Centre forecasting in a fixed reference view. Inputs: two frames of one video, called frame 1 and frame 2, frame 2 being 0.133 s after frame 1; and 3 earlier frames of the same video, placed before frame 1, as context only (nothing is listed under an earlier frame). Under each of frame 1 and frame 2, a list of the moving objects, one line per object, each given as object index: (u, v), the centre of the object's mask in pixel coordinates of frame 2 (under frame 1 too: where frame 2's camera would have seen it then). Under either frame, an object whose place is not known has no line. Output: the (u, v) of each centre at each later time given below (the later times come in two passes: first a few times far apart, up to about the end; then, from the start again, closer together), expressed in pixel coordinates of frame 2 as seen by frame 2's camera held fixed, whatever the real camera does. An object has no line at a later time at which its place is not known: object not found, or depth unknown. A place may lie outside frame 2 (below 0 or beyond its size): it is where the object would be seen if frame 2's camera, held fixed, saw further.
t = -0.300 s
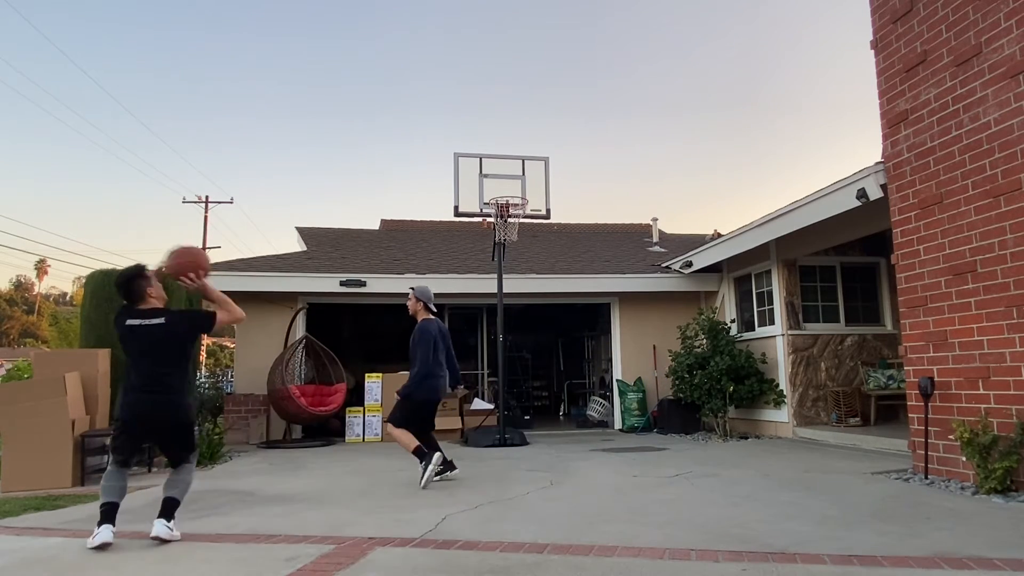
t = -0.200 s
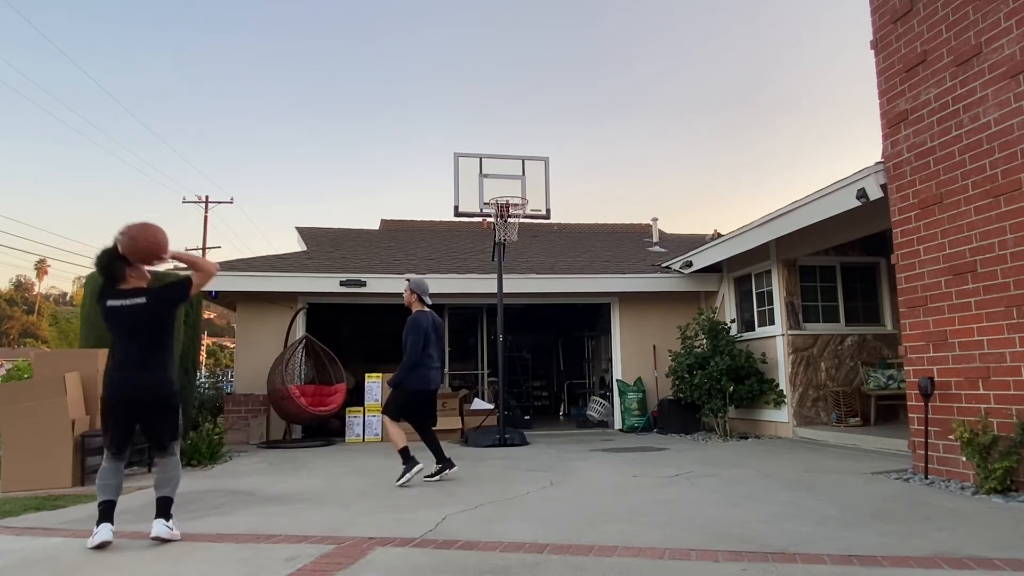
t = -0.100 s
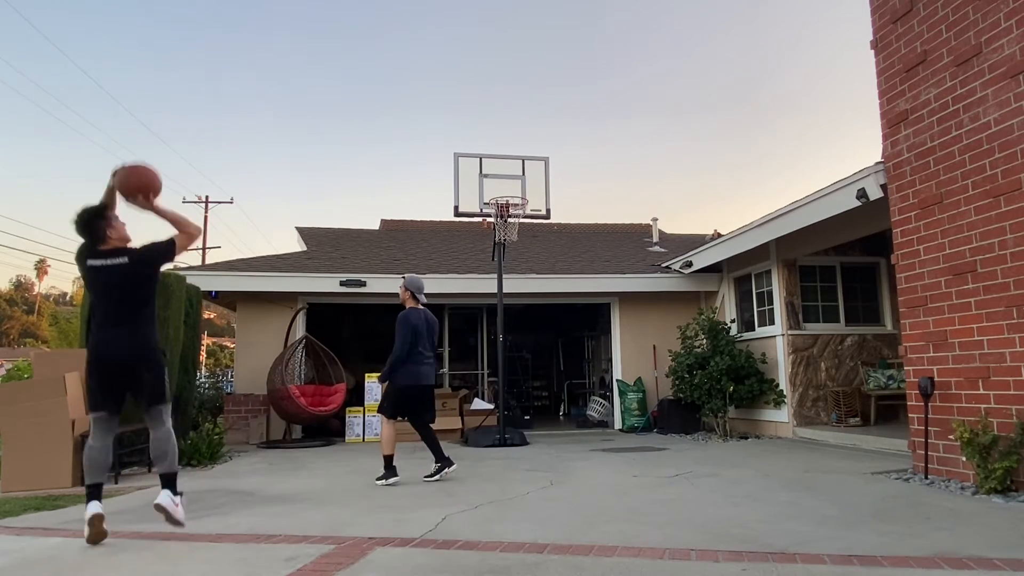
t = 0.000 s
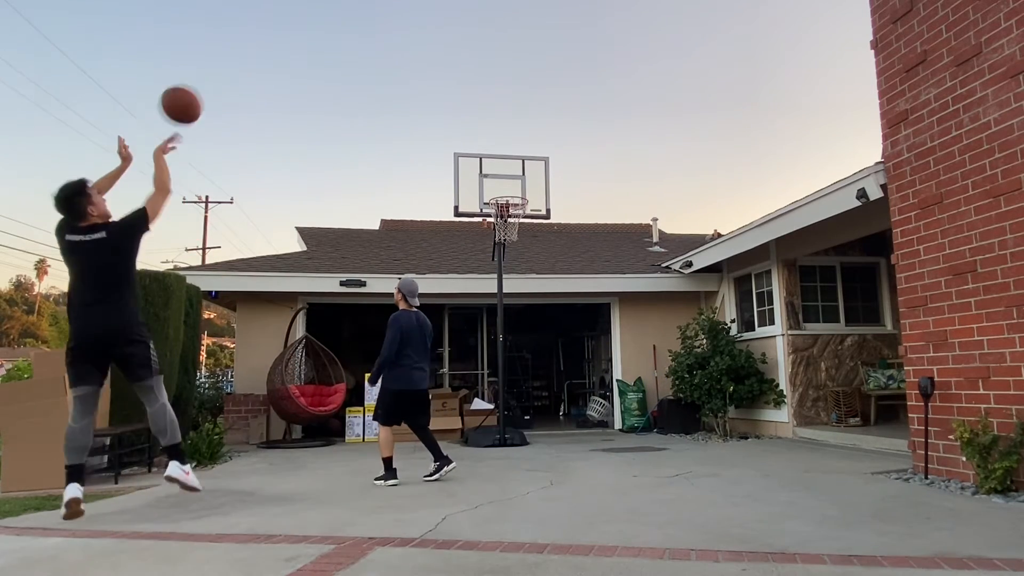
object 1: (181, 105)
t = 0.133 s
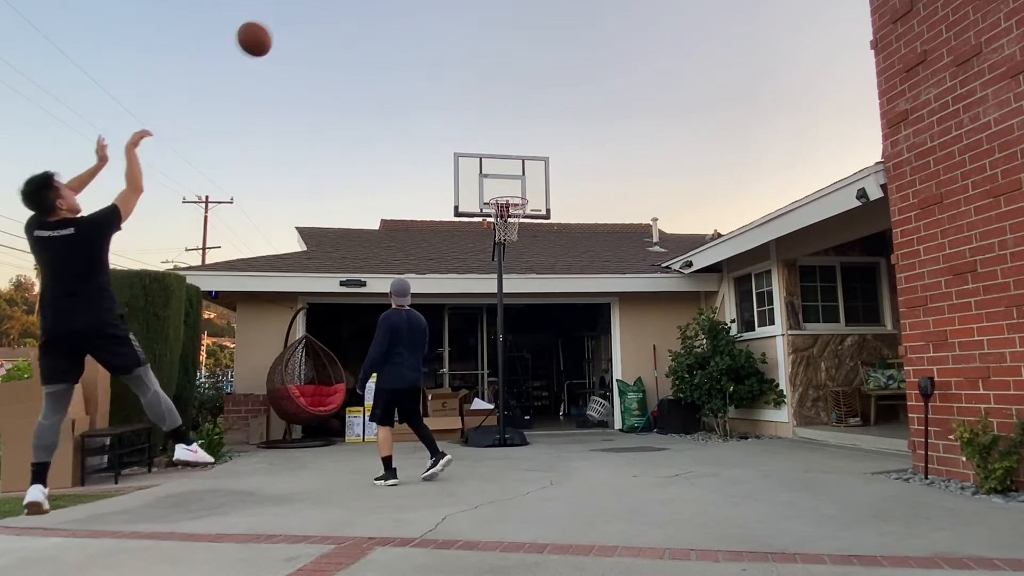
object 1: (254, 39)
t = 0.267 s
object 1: (311, 11)
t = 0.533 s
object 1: (391, 12)
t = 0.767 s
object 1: (442, 64)
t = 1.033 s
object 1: (488, 160)
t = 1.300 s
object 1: (509, 200)
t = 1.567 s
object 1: (509, 241)
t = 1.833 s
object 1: (509, 314)
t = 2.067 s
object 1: (512, 422)
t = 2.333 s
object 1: (554, 420)
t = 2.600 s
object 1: (611, 448)
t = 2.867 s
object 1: (684, 447)
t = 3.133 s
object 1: (780, 456)
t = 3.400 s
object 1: (916, 476)
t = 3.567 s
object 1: (1015, 500)
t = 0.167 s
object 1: (270, 28)
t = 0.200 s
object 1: (284, 20)
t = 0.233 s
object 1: (298, 14)
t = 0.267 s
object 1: (311, 11)
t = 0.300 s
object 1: (323, 9)
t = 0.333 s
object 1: (335, 7)
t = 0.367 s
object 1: (345, 7)
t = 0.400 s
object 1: (355, 6)
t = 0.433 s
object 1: (365, 7)
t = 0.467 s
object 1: (374, 8)
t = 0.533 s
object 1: (391, 12)
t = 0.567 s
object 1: (399, 16)
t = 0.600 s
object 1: (407, 22)
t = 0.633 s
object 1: (415, 29)
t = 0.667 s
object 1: (422, 37)
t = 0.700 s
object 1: (429, 45)
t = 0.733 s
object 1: (436, 54)
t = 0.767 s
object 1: (442, 64)
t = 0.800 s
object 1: (448, 74)
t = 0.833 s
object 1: (455, 84)
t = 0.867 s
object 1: (461, 96)
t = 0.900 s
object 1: (466, 108)
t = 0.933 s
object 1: (472, 120)
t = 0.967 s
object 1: (478, 133)
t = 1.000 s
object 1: (483, 147)
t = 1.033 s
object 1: (488, 160)
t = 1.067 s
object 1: (493, 175)
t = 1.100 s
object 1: (498, 189)
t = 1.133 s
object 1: (503, 192)
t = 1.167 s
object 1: (507, 197)
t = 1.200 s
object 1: (512, 201)
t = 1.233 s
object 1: (512, 201)
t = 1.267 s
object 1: (511, 200)
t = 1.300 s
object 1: (509, 200)
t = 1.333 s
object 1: (508, 201)
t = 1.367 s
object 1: (506, 206)
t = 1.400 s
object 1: (507, 210)
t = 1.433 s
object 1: (508, 209)
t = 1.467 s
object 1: (506, 207)
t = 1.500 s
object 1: (507, 233)
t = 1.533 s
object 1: (509, 238)
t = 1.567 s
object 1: (509, 241)
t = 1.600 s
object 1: (508, 248)
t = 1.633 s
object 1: (508, 255)
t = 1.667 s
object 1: (509, 263)
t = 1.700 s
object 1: (509, 271)
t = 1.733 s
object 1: (508, 281)
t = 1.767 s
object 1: (509, 291)
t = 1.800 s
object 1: (510, 302)
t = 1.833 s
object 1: (509, 314)
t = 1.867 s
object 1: (510, 327)
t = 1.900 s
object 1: (511, 340)
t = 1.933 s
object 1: (510, 355)
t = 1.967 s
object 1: (511, 370)
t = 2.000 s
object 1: (511, 386)
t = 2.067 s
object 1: (512, 422)
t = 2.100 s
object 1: (515, 435)
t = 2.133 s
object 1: (520, 436)
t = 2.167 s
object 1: (525, 432)
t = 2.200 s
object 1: (531, 427)
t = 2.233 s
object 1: (537, 424)
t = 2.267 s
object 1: (543, 421)
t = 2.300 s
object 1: (548, 420)
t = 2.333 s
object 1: (554, 420)
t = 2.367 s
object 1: (561, 420)
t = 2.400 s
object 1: (567, 422)
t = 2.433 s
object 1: (574, 424)
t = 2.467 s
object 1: (582, 428)
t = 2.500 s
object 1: (589, 434)
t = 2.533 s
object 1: (597, 440)
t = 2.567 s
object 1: (604, 448)
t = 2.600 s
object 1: (611, 448)
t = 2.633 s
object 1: (620, 444)
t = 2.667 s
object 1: (628, 440)
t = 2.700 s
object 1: (636, 439)
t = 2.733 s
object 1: (645, 438)
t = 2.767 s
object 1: (654, 438)
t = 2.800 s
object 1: (664, 439)
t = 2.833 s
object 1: (674, 442)
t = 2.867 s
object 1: (684, 447)
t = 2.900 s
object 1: (694, 453)
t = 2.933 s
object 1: (706, 460)
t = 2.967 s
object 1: (717, 463)
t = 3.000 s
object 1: (729, 459)
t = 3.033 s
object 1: (741, 456)
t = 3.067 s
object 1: (754, 455)
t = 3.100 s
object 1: (766, 455)
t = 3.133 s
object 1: (780, 456)
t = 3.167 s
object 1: (794, 459)
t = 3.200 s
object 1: (810, 465)
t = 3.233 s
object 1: (826, 472)
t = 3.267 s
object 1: (843, 481)
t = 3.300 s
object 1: (859, 479)
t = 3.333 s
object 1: (877, 476)
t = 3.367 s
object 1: (895, 475)
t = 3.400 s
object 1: (916, 476)
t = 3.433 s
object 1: (936, 478)
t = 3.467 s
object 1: (958, 483)
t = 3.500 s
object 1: (981, 490)
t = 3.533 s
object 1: (1004, 499)
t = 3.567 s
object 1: (1015, 500)
